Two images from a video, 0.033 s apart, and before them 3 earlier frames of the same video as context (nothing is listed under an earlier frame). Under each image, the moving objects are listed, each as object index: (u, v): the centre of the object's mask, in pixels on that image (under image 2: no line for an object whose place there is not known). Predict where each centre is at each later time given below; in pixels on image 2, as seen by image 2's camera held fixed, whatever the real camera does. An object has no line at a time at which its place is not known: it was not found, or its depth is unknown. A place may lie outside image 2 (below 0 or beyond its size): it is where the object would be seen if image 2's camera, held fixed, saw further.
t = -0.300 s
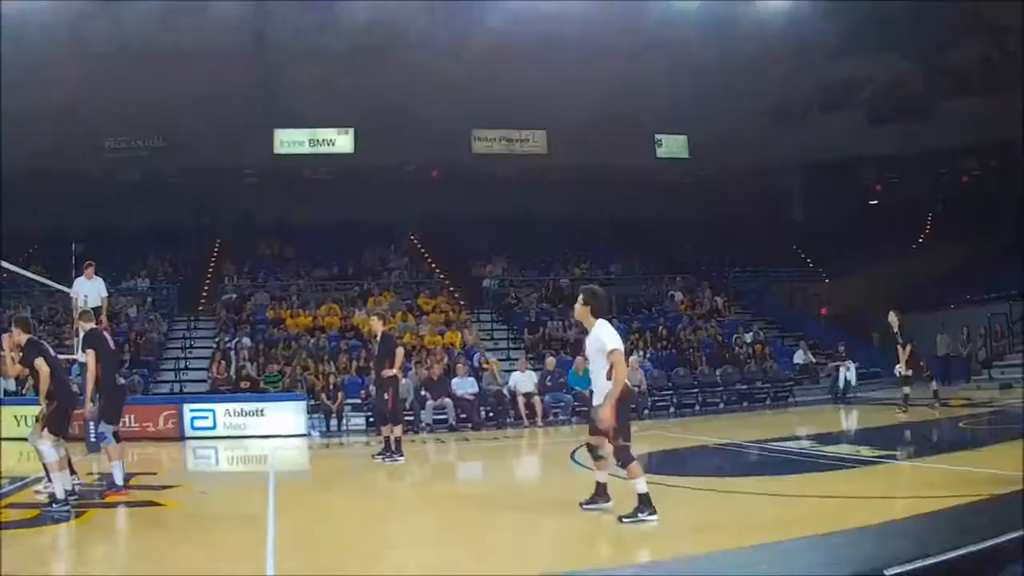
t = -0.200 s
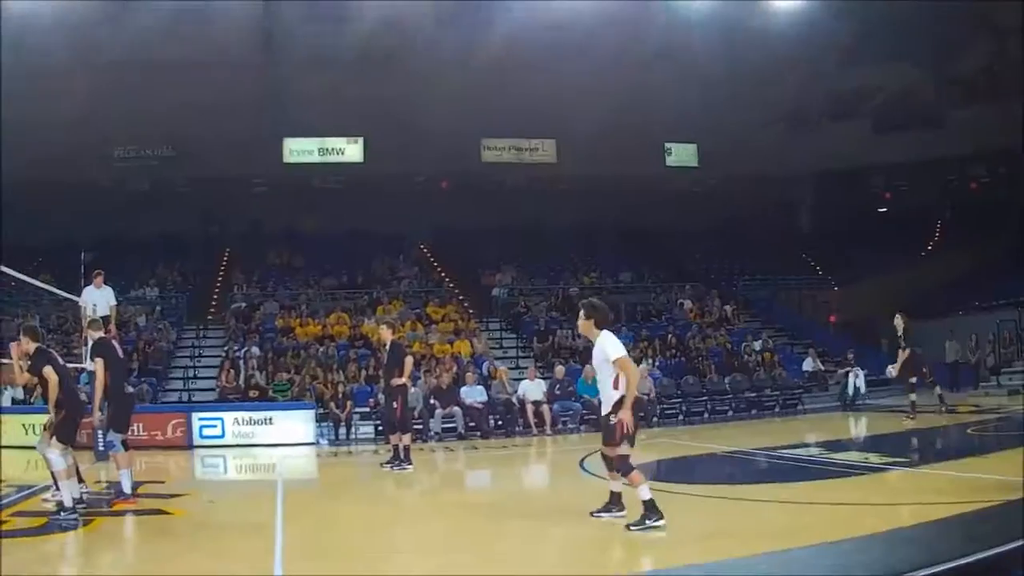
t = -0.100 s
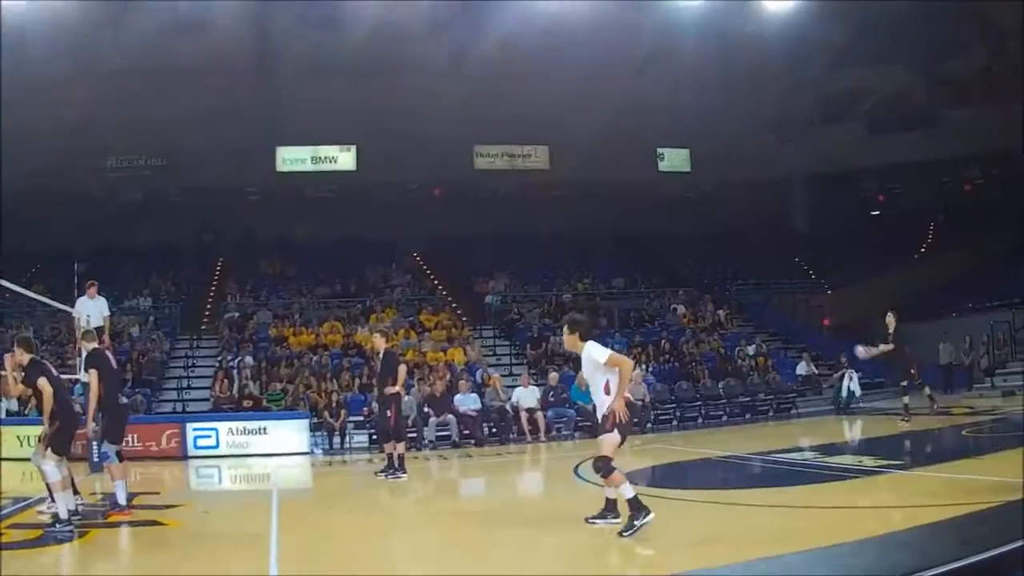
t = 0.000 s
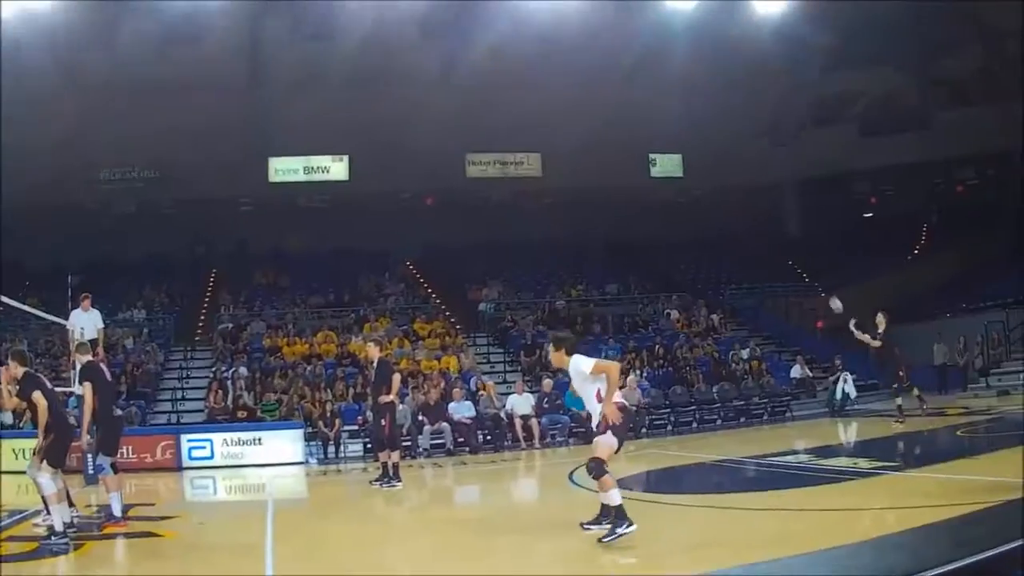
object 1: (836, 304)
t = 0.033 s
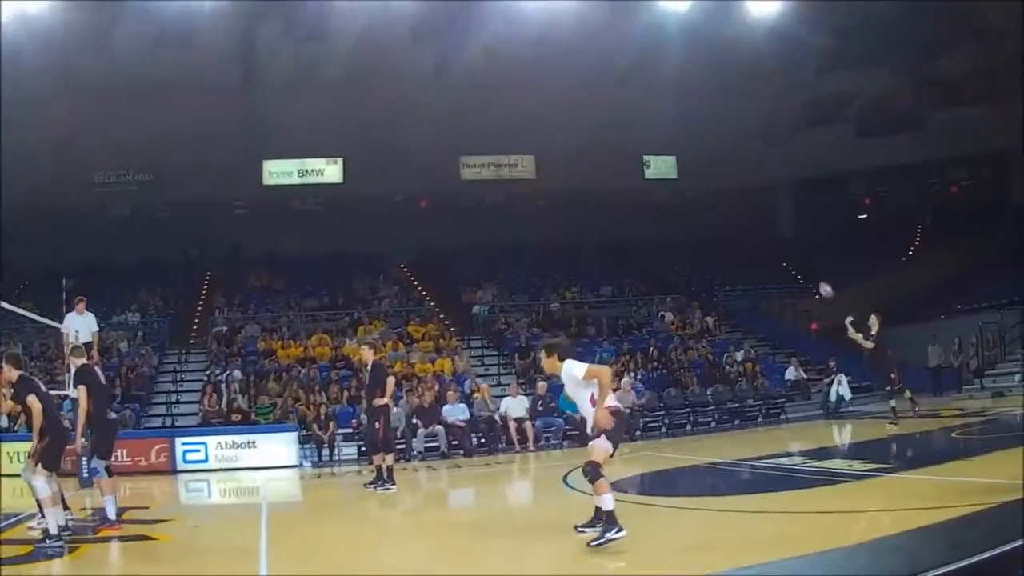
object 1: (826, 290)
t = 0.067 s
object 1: (819, 274)
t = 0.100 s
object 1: (813, 258)
